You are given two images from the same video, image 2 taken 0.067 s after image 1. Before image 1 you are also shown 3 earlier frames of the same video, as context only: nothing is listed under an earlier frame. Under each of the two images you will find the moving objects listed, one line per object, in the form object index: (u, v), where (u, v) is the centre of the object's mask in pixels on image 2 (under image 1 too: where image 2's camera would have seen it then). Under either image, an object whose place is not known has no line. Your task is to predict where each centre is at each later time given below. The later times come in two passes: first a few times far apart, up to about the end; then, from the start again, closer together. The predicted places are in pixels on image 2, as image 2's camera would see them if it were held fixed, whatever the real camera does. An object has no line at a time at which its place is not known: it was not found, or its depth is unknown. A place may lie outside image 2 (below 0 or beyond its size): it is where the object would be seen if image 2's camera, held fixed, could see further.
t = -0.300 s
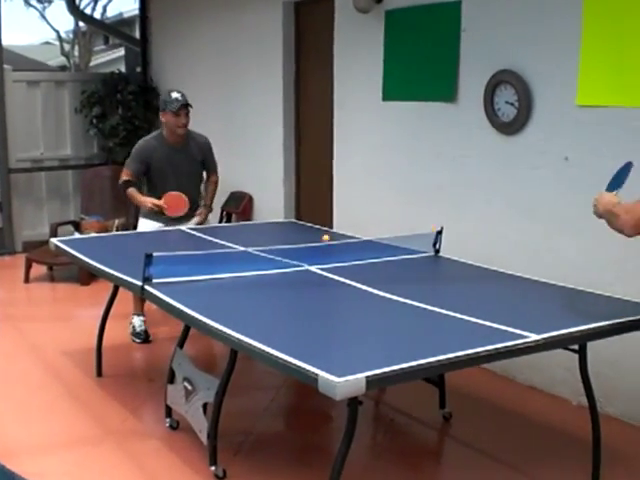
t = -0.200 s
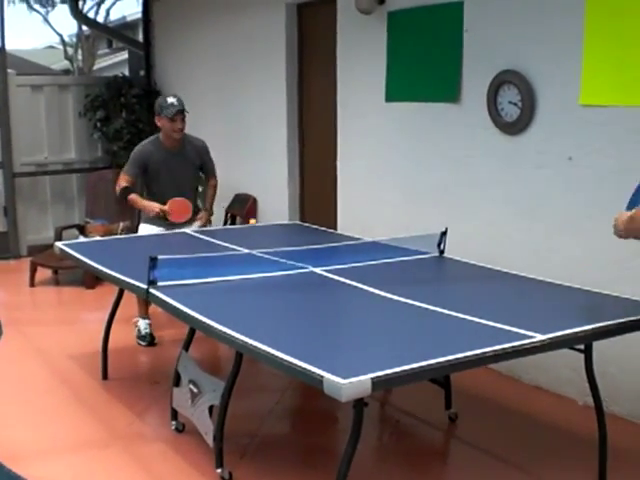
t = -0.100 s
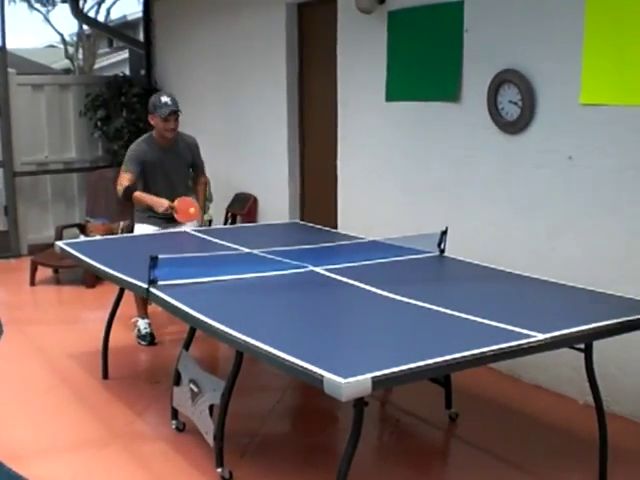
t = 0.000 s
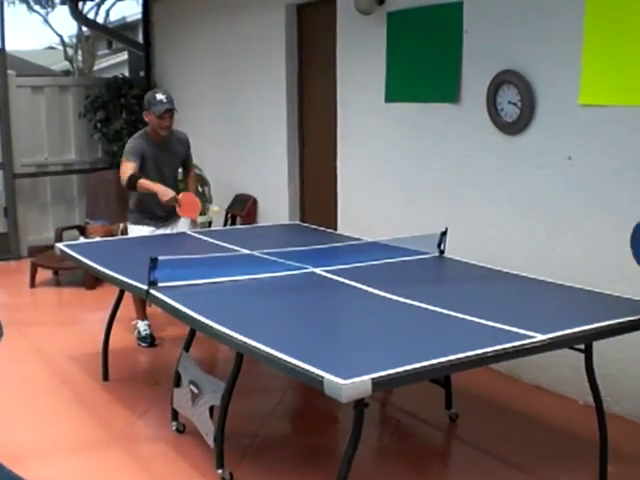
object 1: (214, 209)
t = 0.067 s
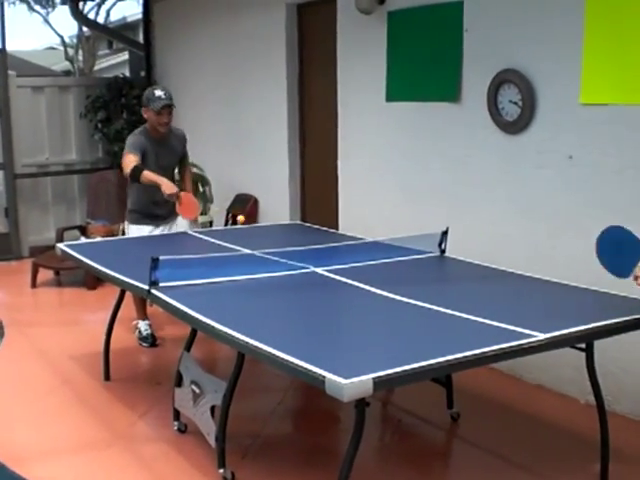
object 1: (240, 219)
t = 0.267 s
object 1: (274, 239)
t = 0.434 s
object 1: (262, 247)
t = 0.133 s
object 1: (266, 239)
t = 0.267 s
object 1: (274, 239)
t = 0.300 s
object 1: (272, 236)
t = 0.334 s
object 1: (269, 236)
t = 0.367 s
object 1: (266, 238)
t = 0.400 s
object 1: (264, 243)
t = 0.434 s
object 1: (262, 247)
